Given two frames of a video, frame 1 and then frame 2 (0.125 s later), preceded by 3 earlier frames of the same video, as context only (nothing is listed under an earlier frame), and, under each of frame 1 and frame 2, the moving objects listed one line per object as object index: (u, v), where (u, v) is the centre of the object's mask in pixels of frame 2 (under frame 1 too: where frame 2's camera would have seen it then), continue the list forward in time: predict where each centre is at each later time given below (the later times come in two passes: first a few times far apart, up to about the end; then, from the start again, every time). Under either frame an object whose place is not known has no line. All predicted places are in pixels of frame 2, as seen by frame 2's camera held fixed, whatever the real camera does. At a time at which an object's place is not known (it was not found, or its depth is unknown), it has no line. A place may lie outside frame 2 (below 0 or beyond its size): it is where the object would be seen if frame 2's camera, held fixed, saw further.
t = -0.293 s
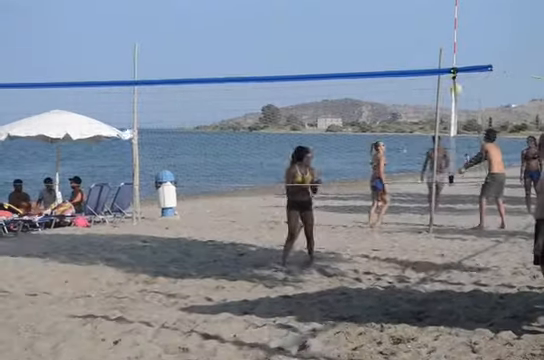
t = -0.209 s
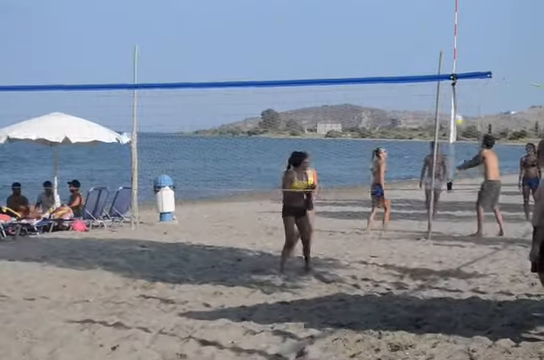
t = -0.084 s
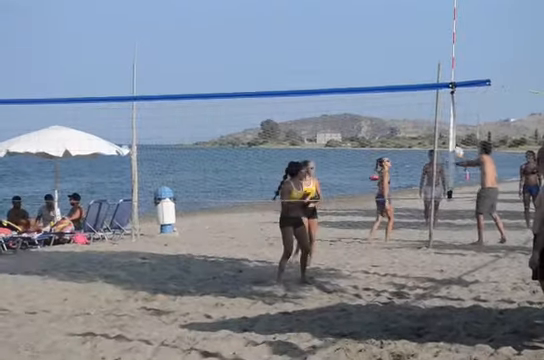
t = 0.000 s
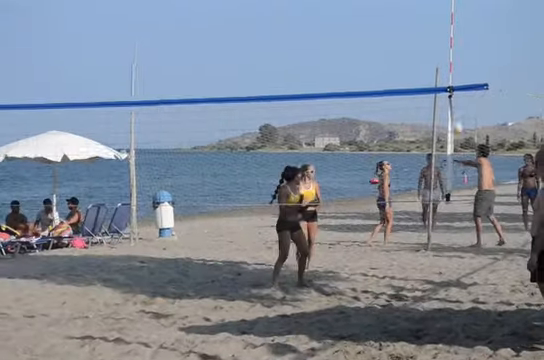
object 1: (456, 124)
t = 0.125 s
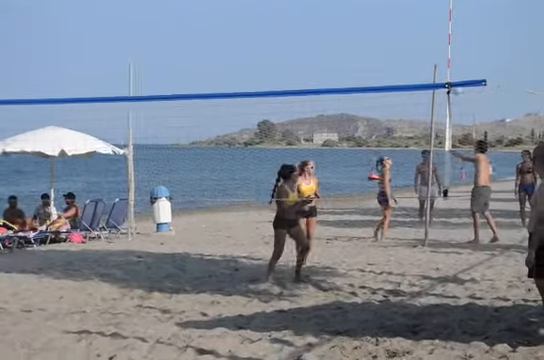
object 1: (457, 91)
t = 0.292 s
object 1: (459, 54)
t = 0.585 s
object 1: (466, 30)
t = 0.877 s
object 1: (474, 50)
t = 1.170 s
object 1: (483, 113)
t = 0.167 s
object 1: (457, 77)
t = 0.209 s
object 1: (458, 70)
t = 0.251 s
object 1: (459, 61)
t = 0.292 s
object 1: (459, 54)
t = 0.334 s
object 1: (460, 48)
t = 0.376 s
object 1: (463, 43)
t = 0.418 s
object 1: (462, 38)
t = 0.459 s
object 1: (463, 36)
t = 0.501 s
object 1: (464, 32)
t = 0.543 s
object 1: (465, 31)
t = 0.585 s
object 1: (466, 30)
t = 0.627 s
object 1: (468, 30)
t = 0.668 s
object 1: (469, 31)
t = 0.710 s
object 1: (470, 33)
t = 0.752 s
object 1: (472, 36)
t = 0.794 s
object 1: (472, 40)
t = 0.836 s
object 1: (474, 44)
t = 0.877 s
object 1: (474, 50)
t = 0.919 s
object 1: (475, 56)
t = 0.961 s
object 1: (476, 64)
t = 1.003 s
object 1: (478, 71)
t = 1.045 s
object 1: (480, 77)
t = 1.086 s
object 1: (480, 91)
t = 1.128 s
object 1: (481, 101)
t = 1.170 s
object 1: (483, 113)
